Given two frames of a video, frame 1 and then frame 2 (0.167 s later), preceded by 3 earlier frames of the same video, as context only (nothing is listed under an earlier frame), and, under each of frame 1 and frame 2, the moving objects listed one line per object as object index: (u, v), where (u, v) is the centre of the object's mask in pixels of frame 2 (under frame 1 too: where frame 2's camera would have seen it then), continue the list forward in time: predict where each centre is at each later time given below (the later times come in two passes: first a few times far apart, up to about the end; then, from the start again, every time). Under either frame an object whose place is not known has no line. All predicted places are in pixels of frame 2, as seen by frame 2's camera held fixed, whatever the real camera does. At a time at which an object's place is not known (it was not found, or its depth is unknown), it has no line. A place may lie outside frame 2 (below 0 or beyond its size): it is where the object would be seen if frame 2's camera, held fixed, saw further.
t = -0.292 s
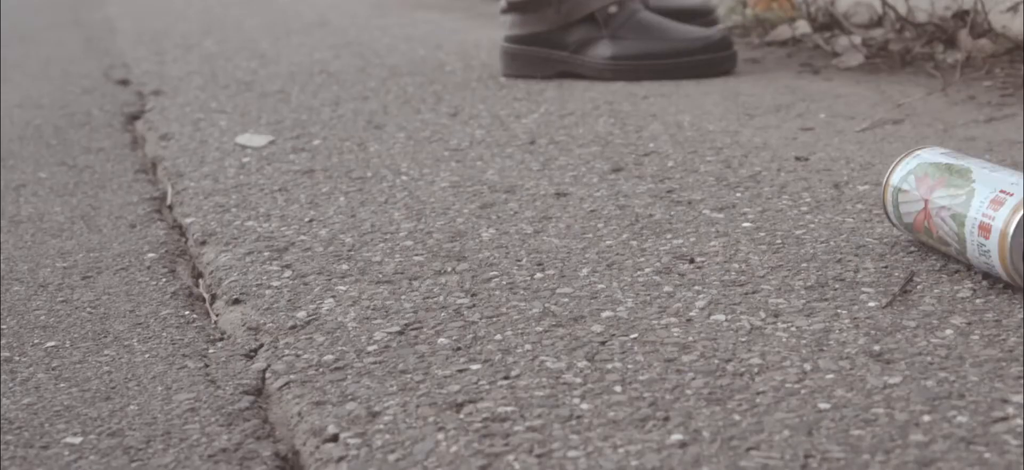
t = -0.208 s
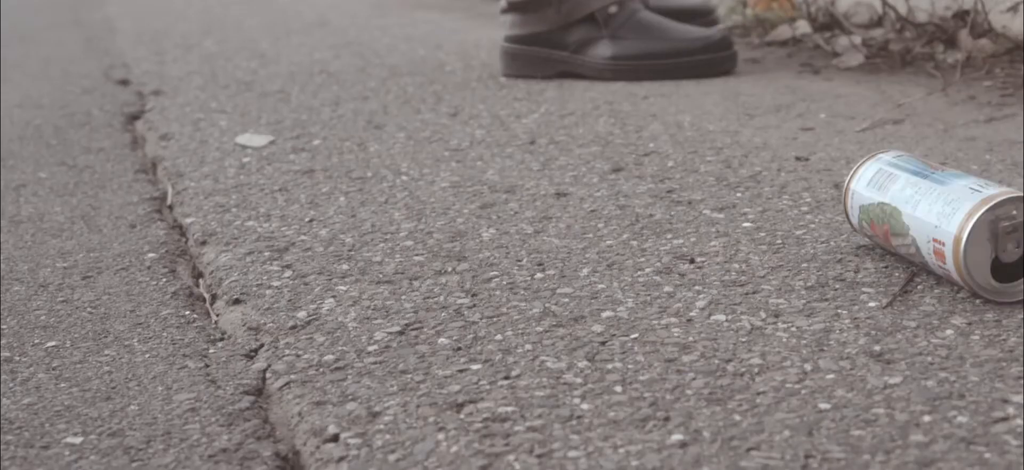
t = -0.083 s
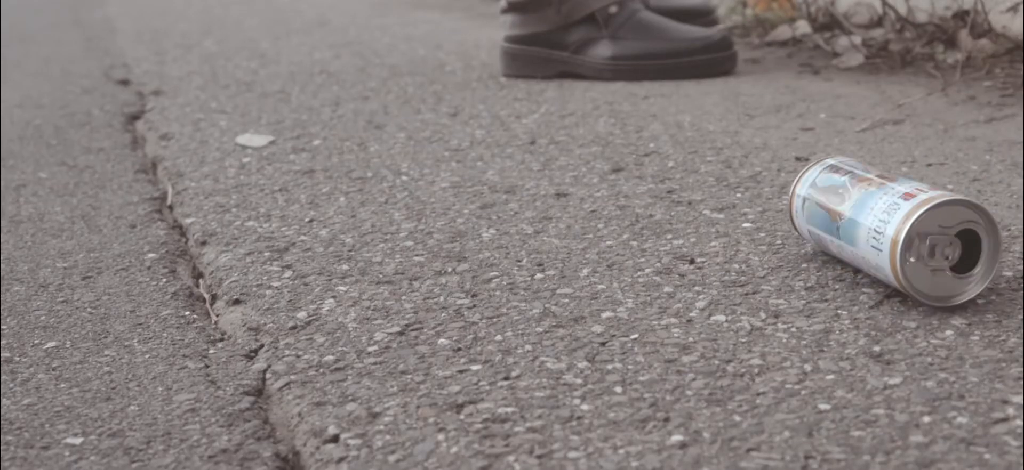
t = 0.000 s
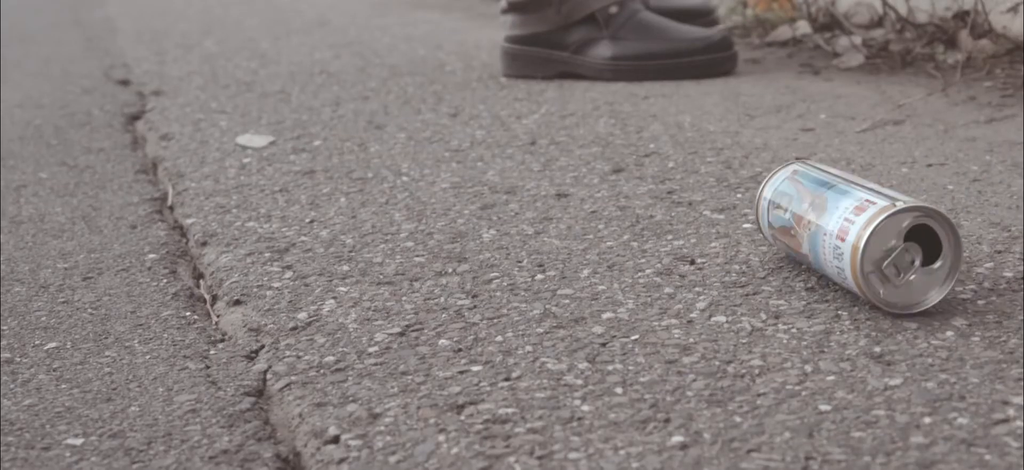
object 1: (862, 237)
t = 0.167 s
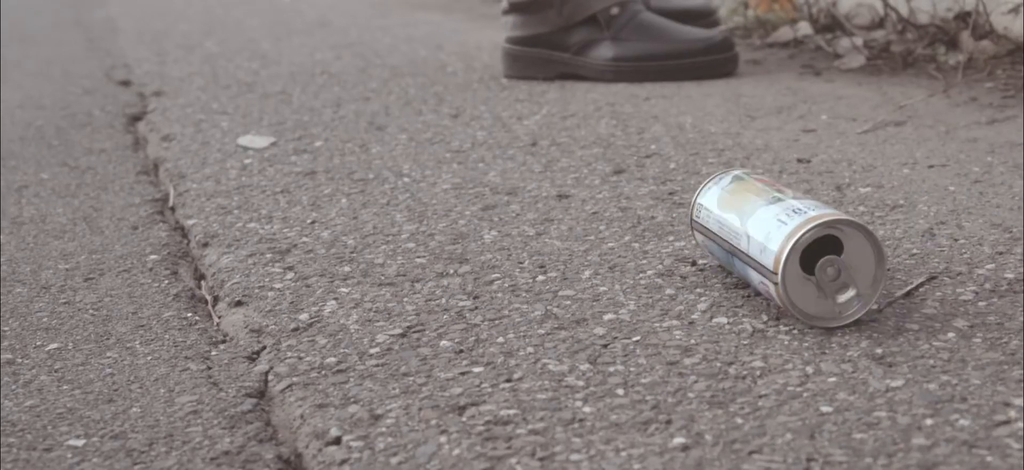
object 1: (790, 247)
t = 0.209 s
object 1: (772, 249)
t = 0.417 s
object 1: (685, 258)
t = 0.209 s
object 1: (772, 249)
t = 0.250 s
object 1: (754, 251)
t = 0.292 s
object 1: (737, 253)
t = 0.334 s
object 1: (719, 256)
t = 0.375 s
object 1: (702, 257)
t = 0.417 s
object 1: (685, 258)
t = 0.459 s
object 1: (668, 261)
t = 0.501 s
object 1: (652, 263)
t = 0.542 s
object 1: (635, 265)
